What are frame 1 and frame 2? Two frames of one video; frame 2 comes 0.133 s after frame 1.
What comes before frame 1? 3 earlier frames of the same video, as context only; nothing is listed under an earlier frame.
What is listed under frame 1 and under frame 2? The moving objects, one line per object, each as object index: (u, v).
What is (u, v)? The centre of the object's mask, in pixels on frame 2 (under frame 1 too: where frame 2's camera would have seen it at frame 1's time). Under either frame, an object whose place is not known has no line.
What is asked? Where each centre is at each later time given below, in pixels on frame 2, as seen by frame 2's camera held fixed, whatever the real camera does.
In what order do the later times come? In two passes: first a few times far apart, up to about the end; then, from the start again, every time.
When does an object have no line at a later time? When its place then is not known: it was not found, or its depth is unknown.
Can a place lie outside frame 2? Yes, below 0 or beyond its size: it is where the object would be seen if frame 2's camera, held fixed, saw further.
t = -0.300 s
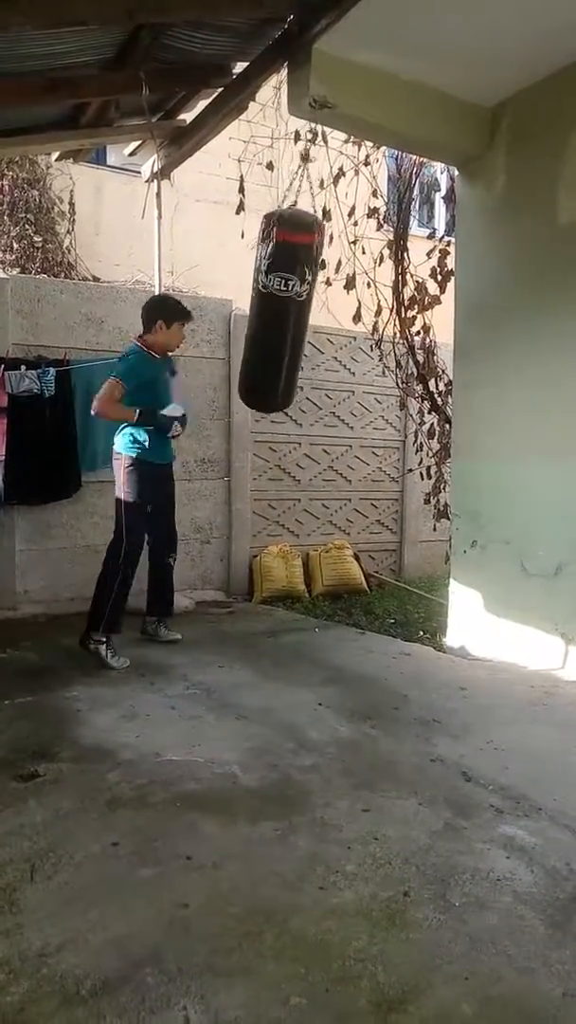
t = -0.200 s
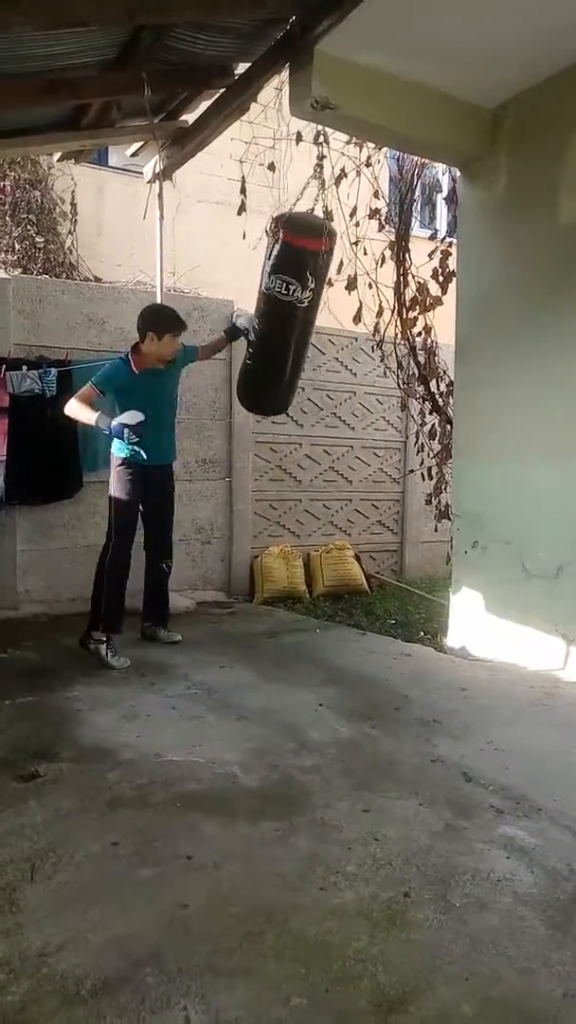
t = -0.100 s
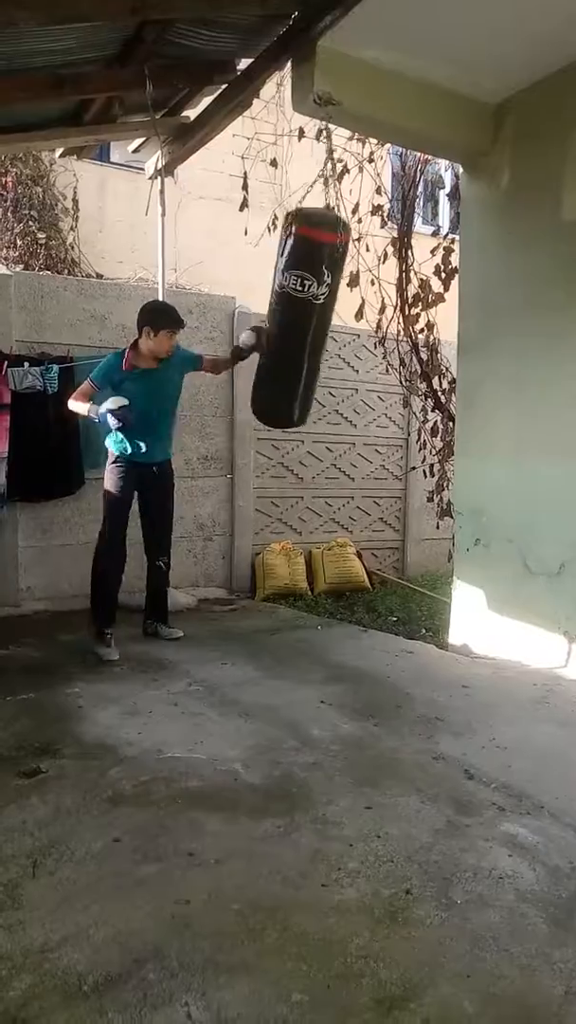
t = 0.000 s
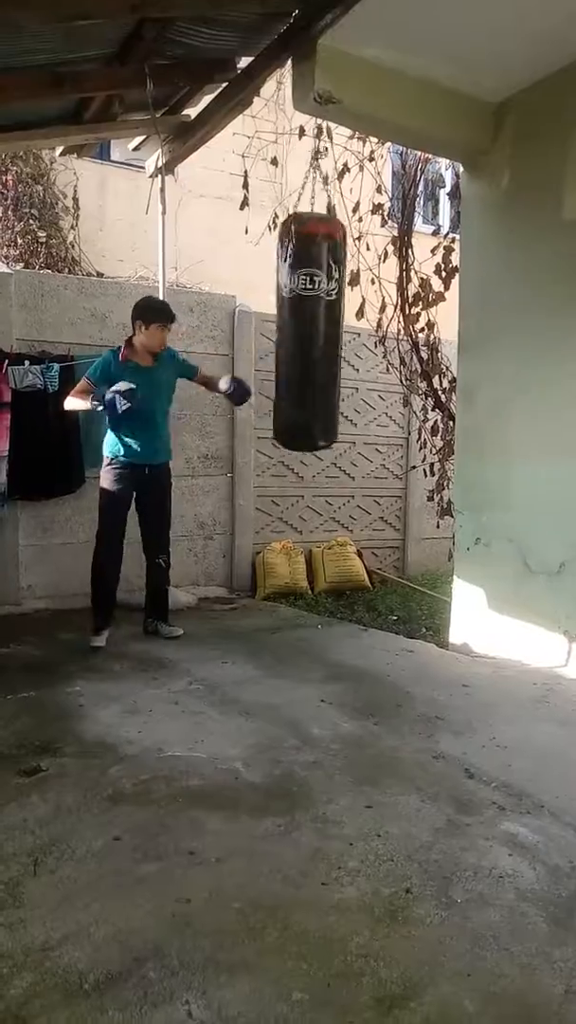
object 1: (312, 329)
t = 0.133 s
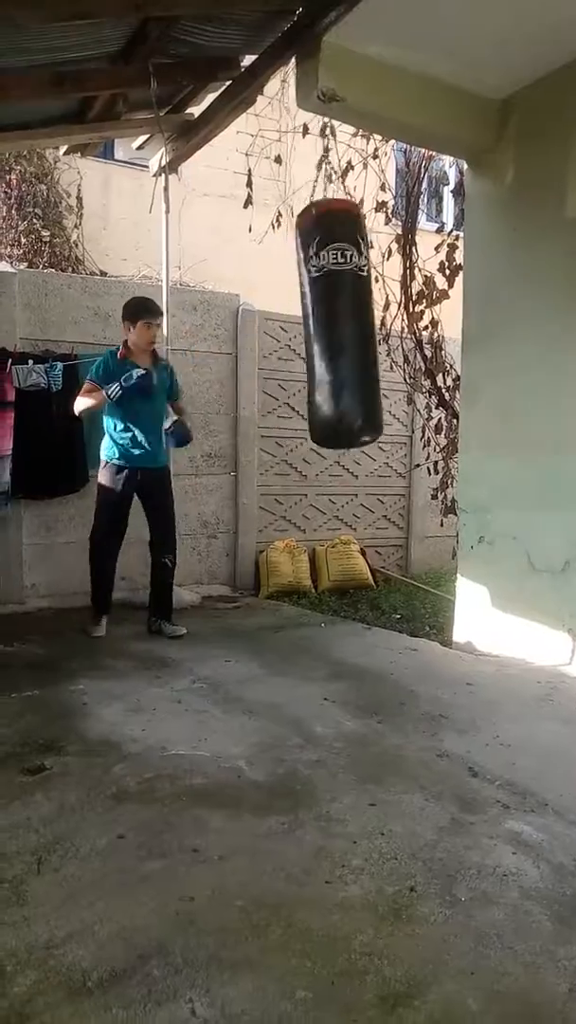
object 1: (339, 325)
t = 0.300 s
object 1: (375, 291)
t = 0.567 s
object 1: (409, 236)
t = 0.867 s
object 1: (387, 267)
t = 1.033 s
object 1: (356, 308)
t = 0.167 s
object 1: (346, 323)
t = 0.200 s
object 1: (354, 315)
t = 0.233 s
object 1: (361, 306)
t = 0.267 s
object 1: (368, 297)
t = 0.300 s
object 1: (375, 291)
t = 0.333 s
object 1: (381, 286)
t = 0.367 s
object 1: (386, 279)
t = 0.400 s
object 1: (391, 269)
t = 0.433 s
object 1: (395, 262)
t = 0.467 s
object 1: (399, 254)
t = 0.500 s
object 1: (403, 246)
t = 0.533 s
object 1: (406, 241)
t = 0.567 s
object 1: (409, 236)
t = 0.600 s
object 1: (411, 232)
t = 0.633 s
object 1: (410, 231)
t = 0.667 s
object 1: (410, 232)
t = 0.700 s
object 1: (409, 235)
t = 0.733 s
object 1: (406, 240)
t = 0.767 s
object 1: (401, 245)
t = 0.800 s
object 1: (397, 251)
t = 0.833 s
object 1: (392, 259)
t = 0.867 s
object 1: (387, 267)
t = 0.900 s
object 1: (382, 276)
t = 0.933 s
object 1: (376, 284)
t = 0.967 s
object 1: (370, 292)
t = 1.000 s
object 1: (364, 300)
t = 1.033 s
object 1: (356, 308)
